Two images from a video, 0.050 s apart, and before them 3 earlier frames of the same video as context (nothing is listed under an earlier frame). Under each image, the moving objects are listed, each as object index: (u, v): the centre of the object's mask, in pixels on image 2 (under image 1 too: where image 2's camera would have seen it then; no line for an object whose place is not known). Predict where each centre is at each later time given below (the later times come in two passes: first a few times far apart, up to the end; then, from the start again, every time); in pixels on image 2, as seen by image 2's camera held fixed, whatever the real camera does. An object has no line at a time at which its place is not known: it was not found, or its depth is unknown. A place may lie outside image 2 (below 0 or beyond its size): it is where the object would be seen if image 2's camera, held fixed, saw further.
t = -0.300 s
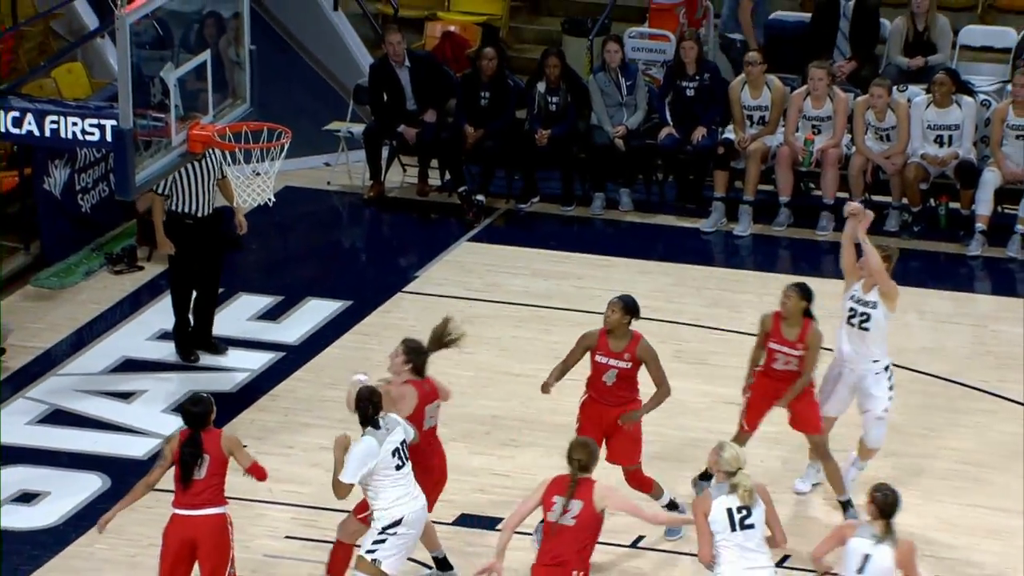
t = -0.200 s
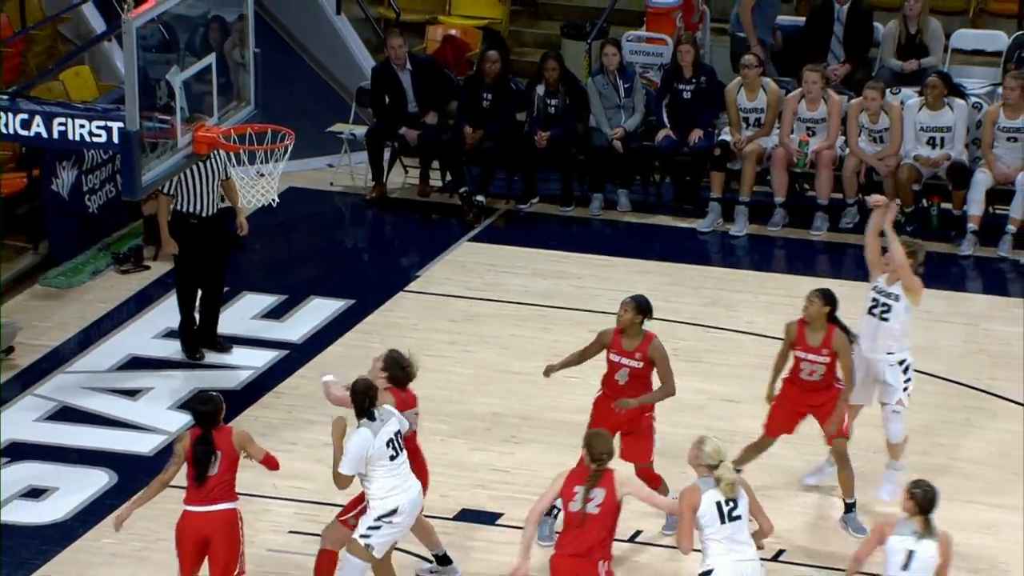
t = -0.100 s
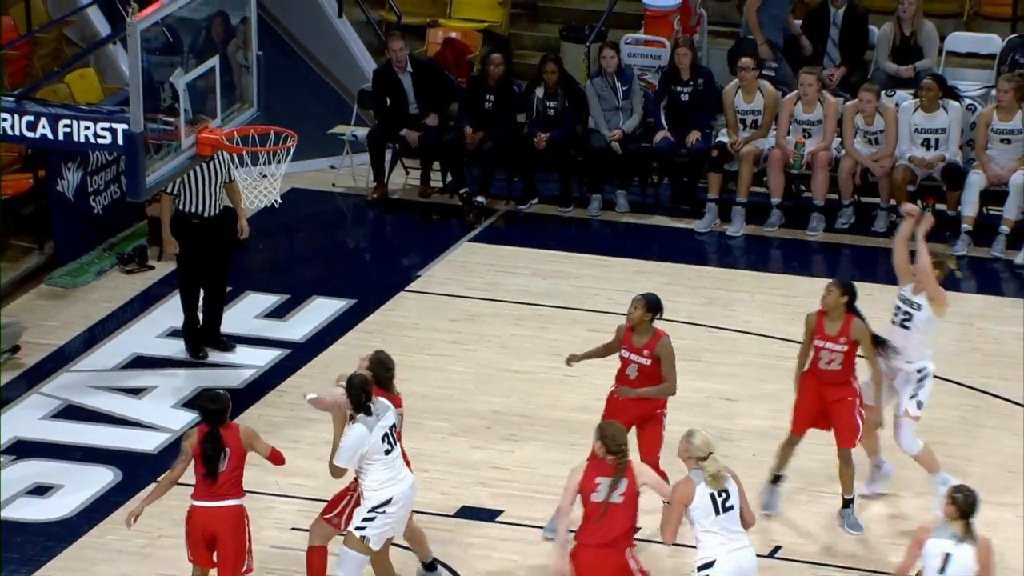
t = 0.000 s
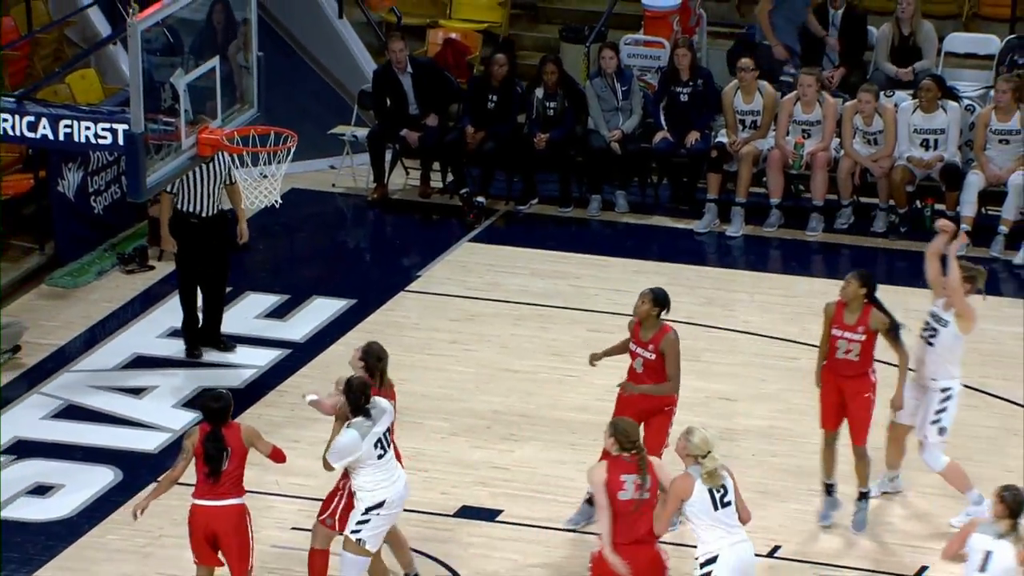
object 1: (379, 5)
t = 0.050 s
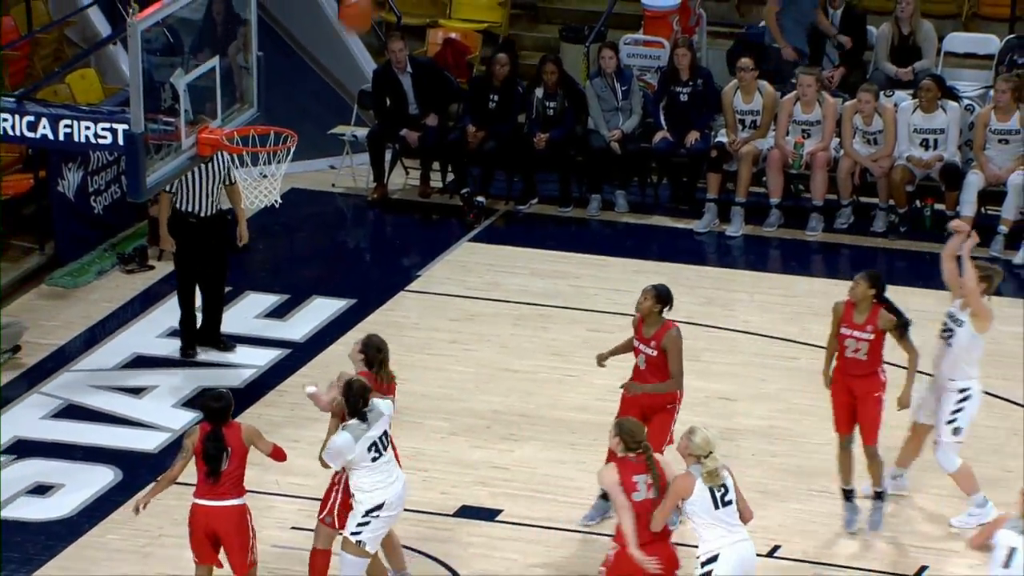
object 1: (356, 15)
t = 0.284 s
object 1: (240, 168)
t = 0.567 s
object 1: (182, 282)
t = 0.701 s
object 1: (161, 371)
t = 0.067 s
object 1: (347, 22)
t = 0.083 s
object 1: (339, 31)
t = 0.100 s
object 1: (331, 40)
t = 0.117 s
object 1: (322, 50)
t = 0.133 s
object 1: (314, 60)
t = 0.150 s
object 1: (305, 71)
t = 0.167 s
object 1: (298, 81)
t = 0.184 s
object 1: (289, 93)
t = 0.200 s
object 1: (281, 104)
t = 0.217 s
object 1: (273, 116)
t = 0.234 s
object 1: (265, 127)
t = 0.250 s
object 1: (256, 138)
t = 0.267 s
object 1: (246, 152)
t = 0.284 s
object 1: (240, 168)
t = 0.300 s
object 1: (233, 177)
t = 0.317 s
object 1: (227, 183)
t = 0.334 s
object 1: (224, 188)
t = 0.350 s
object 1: (222, 193)
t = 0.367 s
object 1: (219, 197)
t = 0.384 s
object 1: (216, 201)
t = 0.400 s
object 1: (212, 207)
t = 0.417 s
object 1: (210, 212)
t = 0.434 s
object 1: (206, 219)
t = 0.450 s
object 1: (204, 224)
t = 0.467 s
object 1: (201, 232)
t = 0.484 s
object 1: (198, 239)
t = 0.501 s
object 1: (195, 247)
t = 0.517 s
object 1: (192, 256)
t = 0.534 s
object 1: (189, 263)
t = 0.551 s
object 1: (185, 272)
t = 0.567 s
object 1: (182, 282)
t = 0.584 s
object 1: (179, 291)
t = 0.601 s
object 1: (176, 302)
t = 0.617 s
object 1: (174, 314)
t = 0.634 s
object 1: (171, 324)
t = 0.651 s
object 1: (168, 335)
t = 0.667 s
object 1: (165, 347)
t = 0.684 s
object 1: (162, 359)
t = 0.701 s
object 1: (161, 371)
